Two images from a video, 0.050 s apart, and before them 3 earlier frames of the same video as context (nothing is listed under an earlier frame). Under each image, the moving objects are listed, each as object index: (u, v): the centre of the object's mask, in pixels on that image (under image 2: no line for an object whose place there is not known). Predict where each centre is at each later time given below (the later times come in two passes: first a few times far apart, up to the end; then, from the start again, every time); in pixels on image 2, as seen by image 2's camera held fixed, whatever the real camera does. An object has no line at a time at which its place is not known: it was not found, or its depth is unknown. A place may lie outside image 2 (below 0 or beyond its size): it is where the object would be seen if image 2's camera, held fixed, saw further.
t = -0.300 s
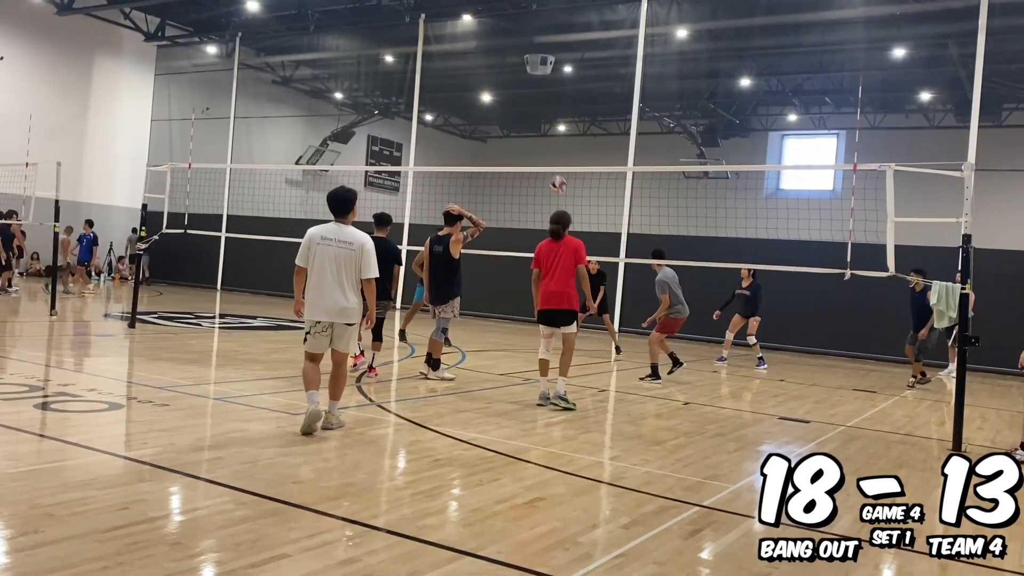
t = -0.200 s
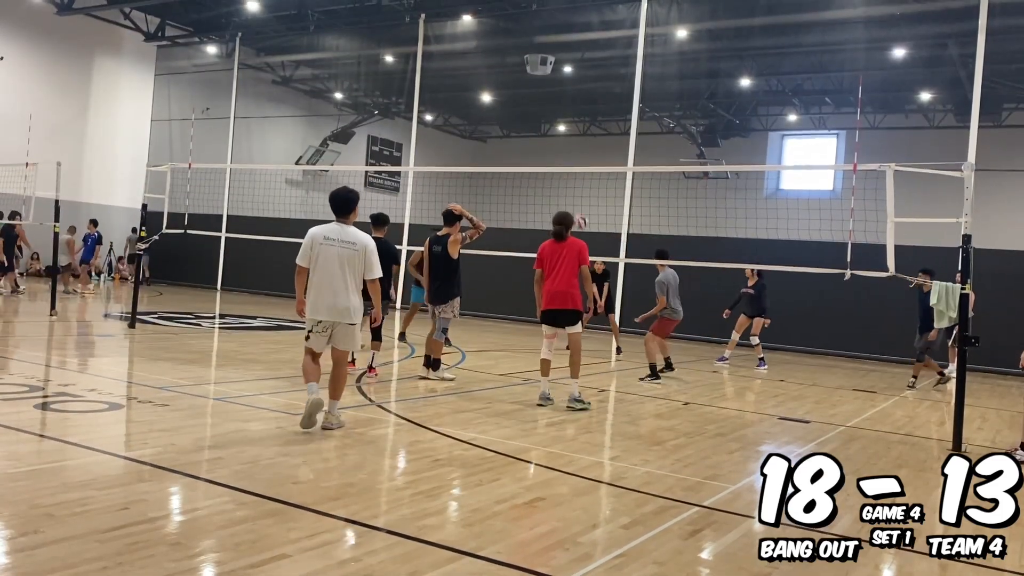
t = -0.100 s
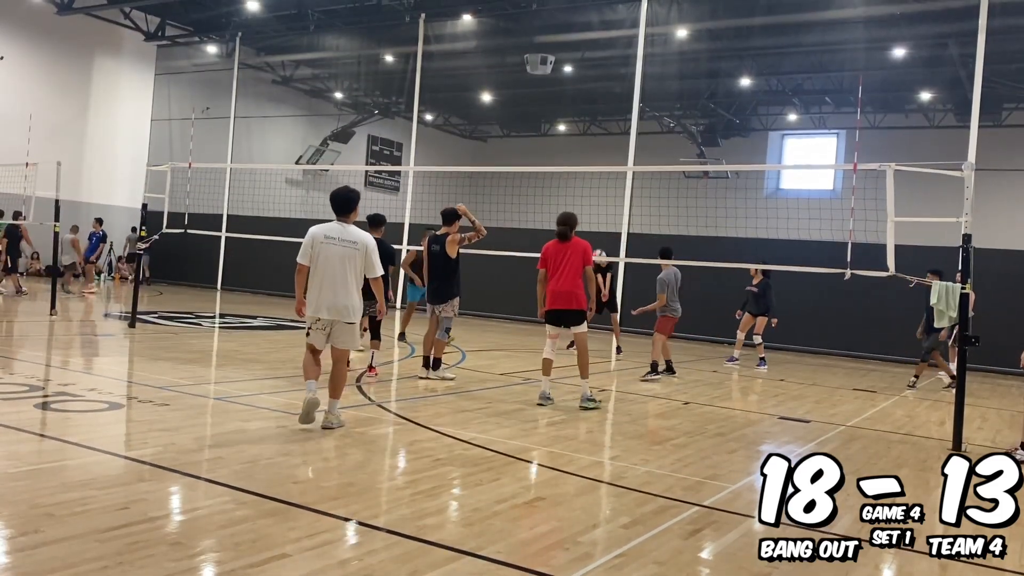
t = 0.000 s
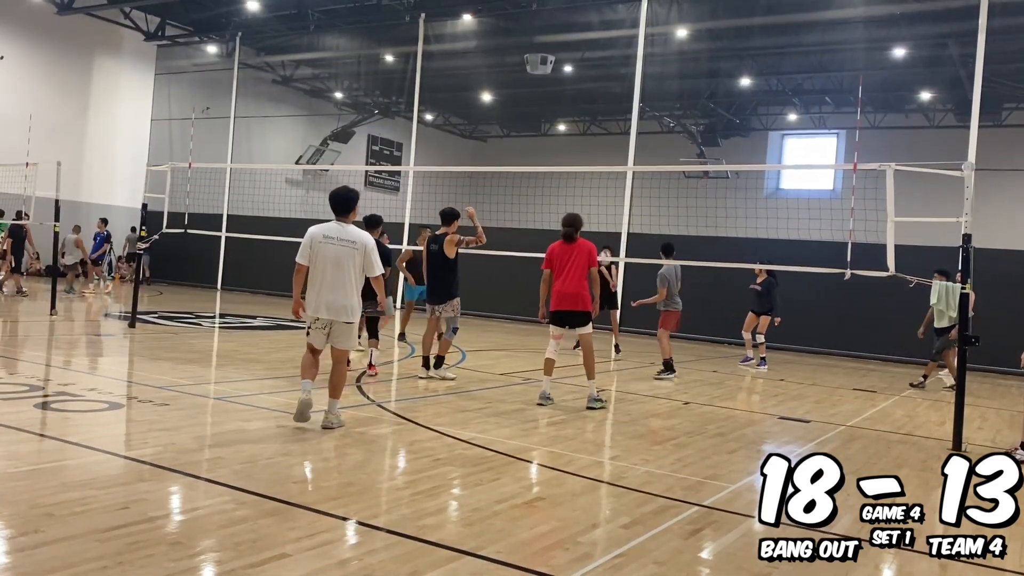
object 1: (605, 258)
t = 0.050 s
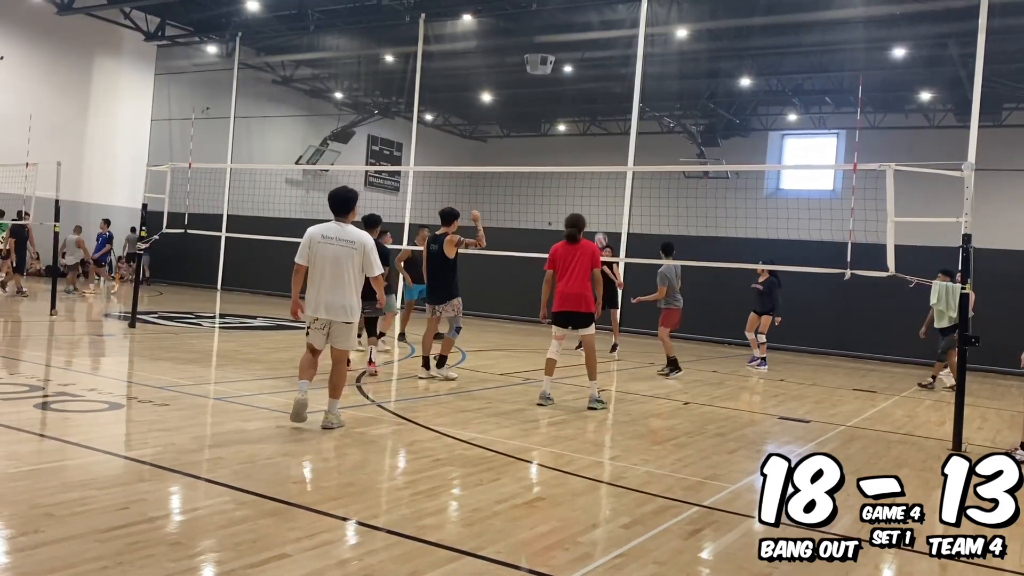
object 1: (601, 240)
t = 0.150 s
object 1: (592, 206)
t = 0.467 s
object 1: (558, 135)
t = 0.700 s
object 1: (528, 122)
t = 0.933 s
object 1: (494, 143)
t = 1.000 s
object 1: (484, 155)
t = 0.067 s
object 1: (599, 234)
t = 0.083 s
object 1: (598, 228)
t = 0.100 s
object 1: (596, 222)
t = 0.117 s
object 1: (594, 216)
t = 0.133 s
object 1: (593, 211)
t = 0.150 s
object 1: (592, 206)
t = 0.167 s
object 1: (590, 200)
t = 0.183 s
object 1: (588, 194)
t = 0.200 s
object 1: (587, 190)
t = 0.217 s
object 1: (585, 186)
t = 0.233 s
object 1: (584, 182)
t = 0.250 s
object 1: (581, 177)
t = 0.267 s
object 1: (580, 175)
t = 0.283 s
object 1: (578, 168)
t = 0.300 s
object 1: (576, 163)
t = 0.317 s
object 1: (574, 160)
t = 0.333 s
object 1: (573, 158)
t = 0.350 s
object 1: (571, 155)
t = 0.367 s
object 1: (569, 151)
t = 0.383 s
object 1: (567, 148)
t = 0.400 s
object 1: (566, 146)
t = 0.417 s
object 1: (564, 143)
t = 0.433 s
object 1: (562, 140)
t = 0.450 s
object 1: (560, 138)
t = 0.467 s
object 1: (558, 135)
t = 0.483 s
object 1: (555, 134)
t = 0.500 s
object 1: (554, 131)
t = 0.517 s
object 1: (551, 129)
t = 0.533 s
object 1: (549, 128)
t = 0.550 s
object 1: (547, 127)
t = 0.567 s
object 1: (545, 126)
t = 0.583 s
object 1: (543, 124)
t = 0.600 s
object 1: (541, 124)
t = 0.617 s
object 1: (539, 123)
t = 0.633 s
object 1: (537, 123)
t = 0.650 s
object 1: (535, 122)
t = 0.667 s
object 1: (532, 122)
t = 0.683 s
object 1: (530, 122)
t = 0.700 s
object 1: (528, 122)
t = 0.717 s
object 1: (526, 122)
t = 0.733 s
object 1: (523, 123)
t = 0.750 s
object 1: (521, 123)
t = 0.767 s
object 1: (518, 124)
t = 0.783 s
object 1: (516, 125)
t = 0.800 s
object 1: (514, 127)
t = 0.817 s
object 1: (511, 128)
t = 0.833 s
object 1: (509, 129)
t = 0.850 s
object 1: (506, 131)
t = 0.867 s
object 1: (504, 134)
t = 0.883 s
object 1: (502, 135)
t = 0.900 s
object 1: (499, 137)
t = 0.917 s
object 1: (496, 140)
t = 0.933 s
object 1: (494, 143)
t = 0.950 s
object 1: (492, 145)
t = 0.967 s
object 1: (489, 149)
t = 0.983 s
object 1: (486, 152)
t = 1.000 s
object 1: (484, 155)
